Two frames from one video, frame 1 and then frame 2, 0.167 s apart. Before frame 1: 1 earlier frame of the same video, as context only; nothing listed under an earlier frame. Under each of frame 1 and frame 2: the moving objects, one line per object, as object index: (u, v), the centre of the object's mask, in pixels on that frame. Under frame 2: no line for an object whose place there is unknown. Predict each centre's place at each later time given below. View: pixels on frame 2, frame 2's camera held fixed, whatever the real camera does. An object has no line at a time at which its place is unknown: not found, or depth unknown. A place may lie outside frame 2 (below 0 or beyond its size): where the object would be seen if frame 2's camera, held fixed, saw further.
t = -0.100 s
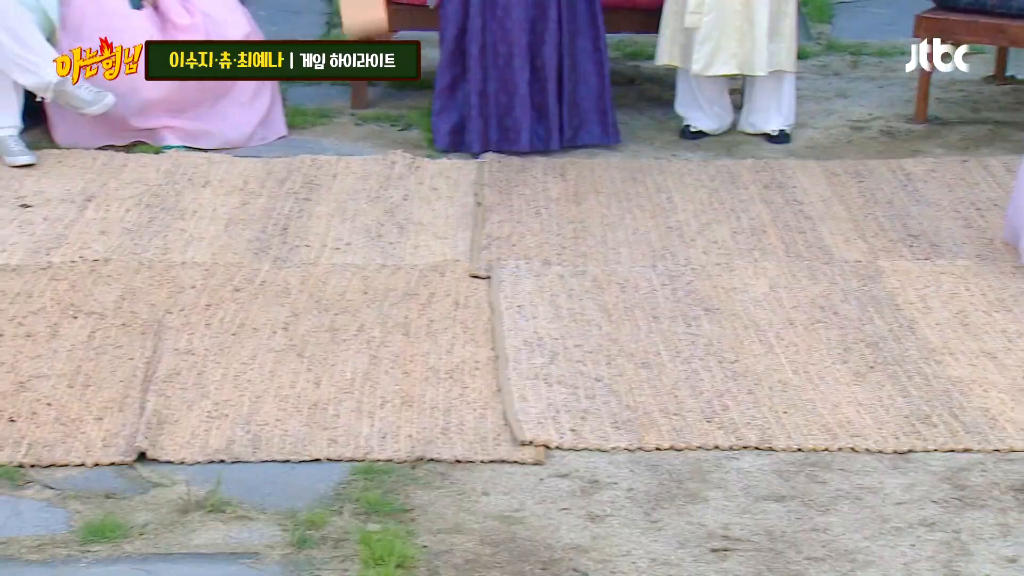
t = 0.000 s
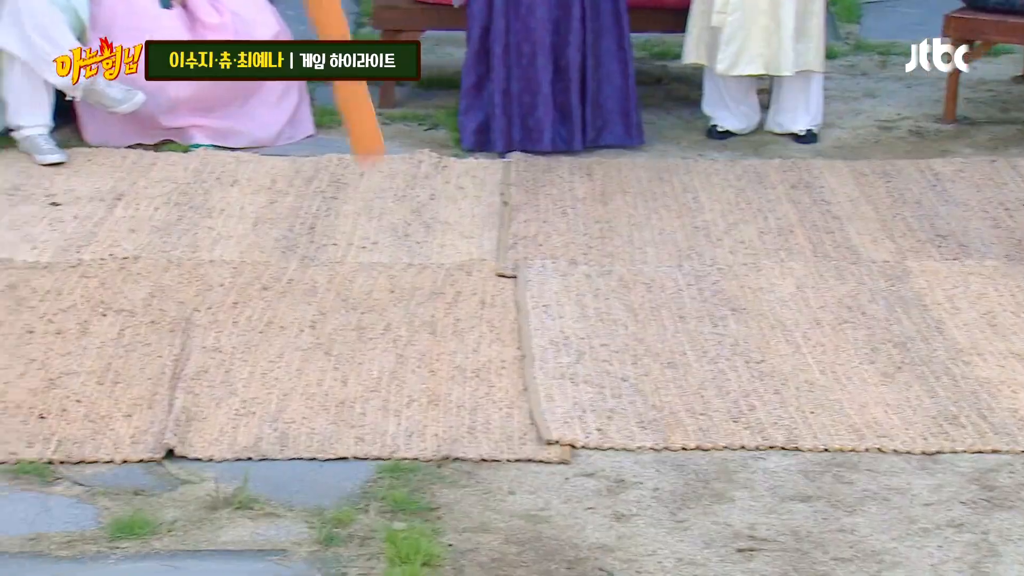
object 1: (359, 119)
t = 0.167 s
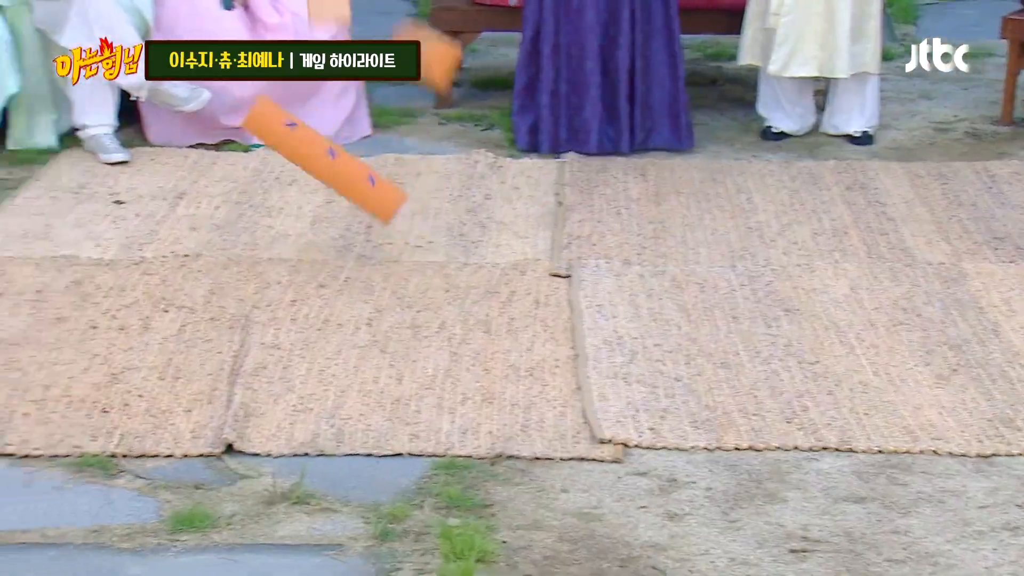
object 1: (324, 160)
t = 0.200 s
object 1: (305, 153)
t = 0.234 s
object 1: (287, 149)
